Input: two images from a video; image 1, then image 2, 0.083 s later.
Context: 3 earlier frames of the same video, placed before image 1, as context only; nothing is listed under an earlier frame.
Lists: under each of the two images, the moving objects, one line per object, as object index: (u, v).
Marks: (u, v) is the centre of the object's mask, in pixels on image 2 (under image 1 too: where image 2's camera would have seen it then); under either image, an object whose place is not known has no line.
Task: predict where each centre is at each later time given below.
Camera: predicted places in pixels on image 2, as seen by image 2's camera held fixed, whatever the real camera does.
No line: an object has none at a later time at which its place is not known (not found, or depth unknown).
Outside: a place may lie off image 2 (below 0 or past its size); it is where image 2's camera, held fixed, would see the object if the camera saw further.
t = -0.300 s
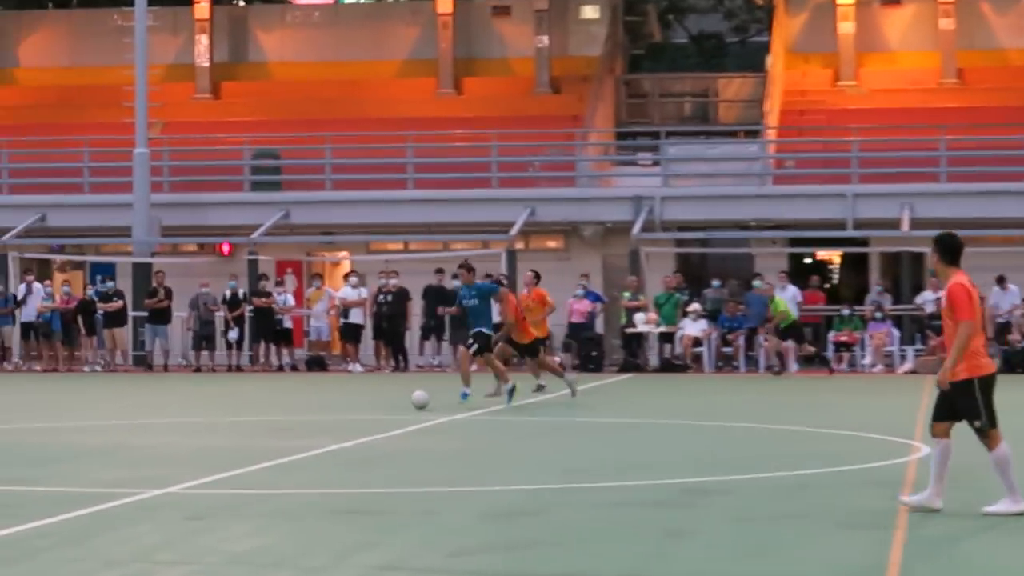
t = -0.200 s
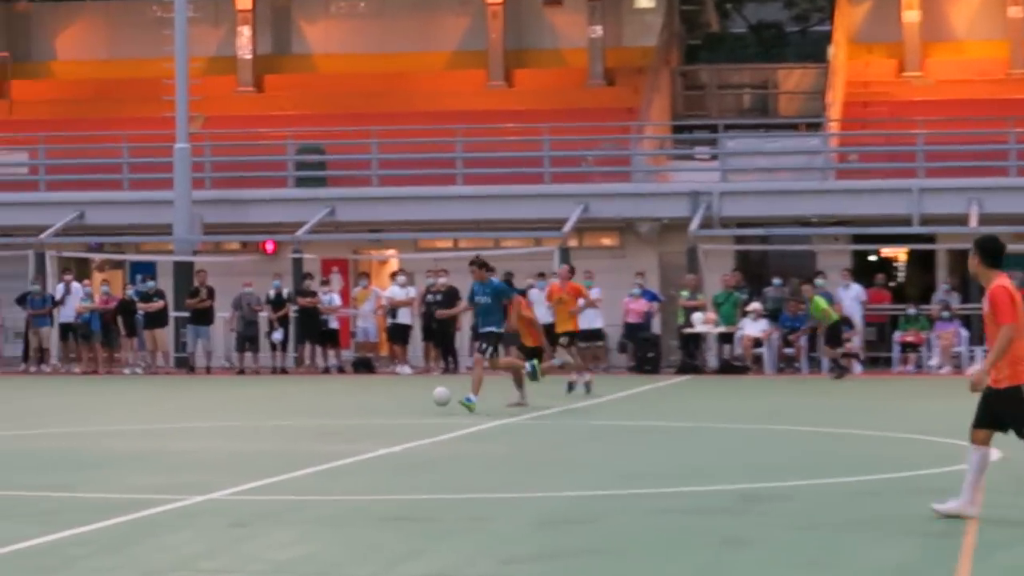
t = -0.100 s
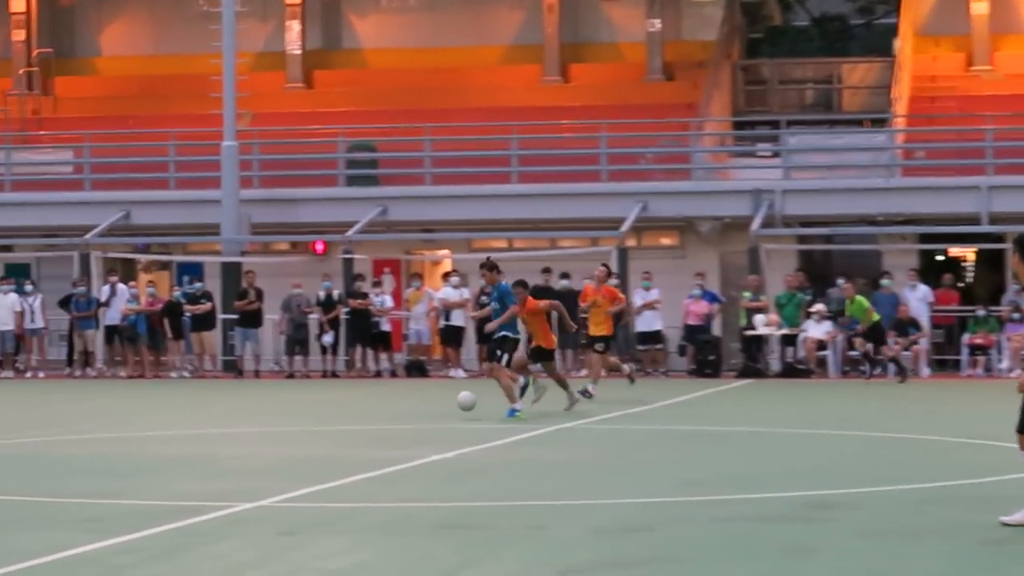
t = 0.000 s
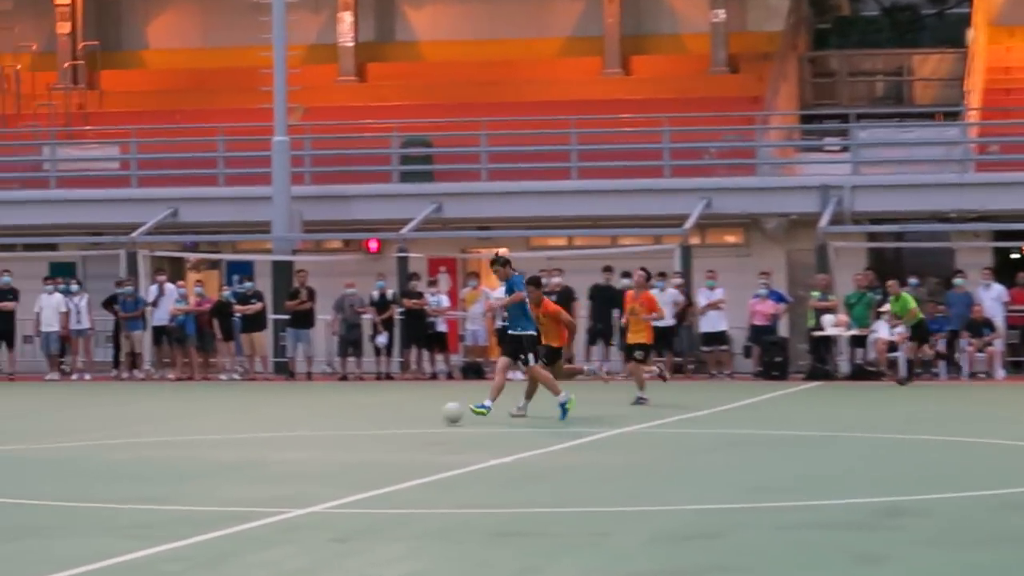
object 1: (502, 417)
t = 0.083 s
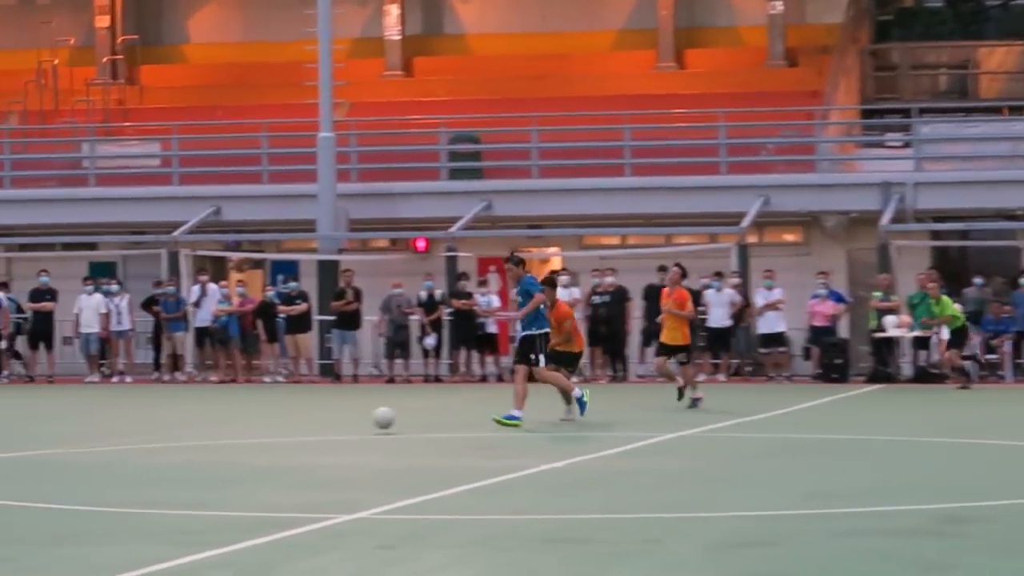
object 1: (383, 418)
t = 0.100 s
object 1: (360, 418)
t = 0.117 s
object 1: (335, 419)
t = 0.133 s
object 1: (311, 420)
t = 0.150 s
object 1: (286, 421)
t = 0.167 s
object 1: (261, 423)
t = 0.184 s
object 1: (236, 425)
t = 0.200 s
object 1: (211, 427)
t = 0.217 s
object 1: (185, 430)
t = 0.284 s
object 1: (87, 431)
